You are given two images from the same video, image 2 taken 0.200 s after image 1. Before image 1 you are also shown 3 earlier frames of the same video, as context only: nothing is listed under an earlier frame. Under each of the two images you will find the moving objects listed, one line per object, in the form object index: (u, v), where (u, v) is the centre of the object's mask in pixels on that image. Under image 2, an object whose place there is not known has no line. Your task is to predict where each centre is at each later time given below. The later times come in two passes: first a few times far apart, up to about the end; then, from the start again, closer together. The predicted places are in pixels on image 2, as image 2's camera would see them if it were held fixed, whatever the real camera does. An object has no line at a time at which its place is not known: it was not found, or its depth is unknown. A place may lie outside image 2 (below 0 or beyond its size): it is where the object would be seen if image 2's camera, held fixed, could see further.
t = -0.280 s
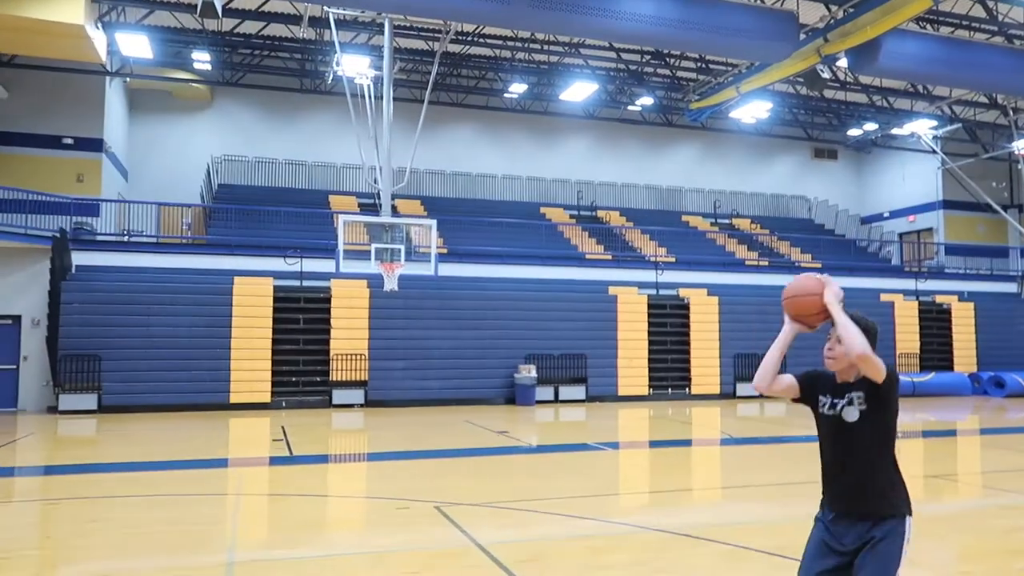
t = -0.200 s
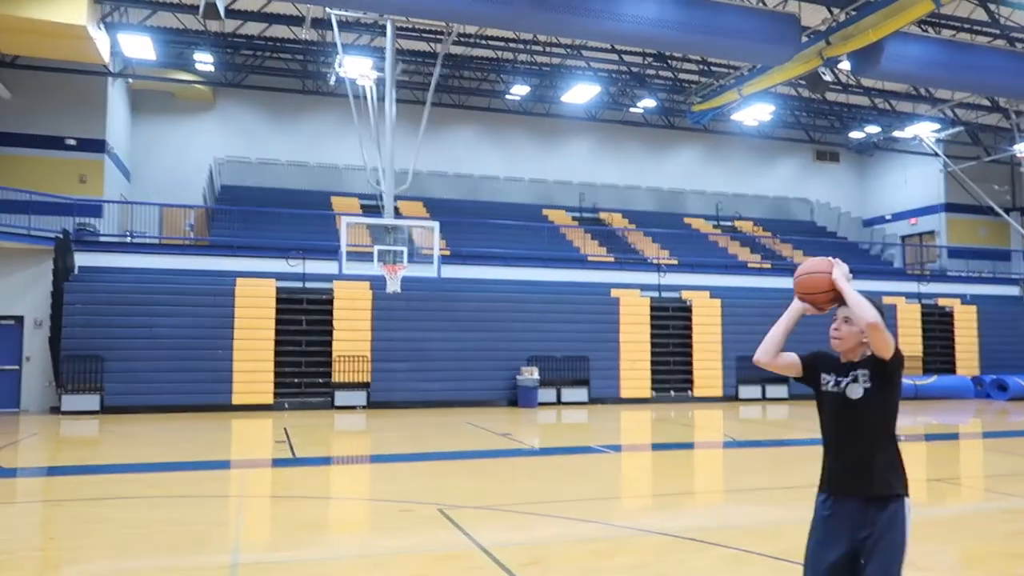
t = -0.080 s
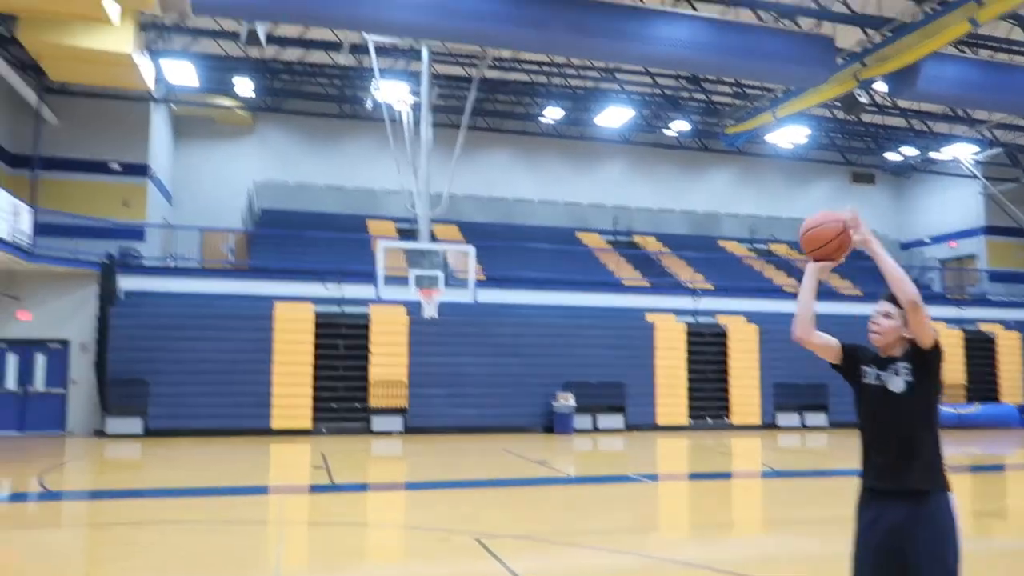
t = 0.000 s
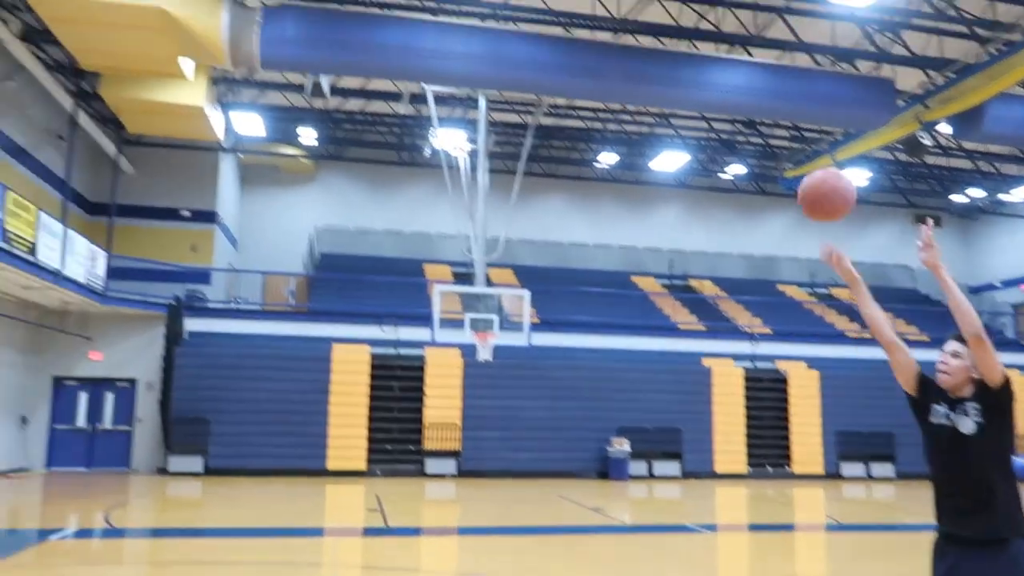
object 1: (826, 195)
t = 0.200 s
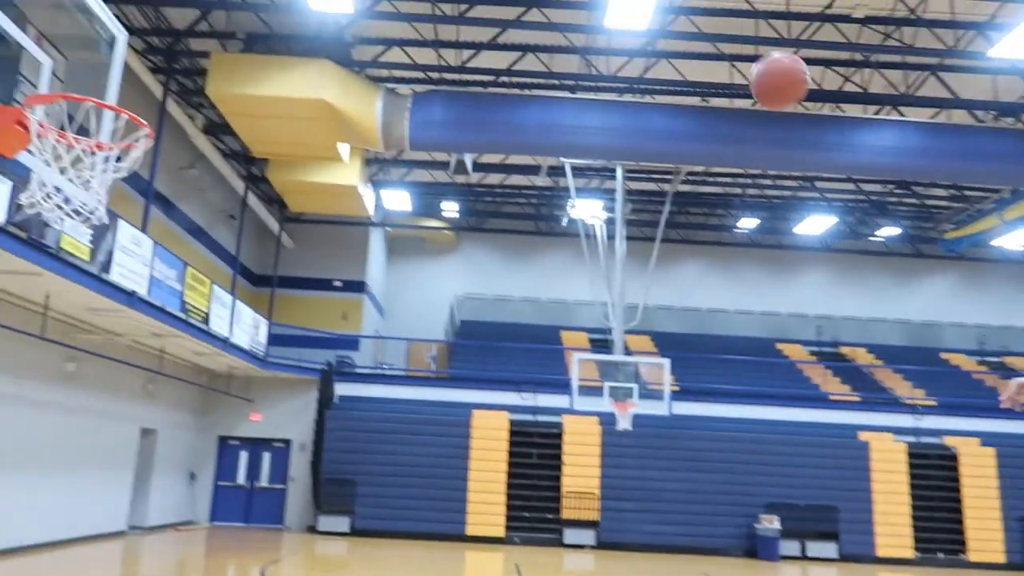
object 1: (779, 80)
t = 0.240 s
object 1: (740, 56)
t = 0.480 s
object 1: (505, -26)
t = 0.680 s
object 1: (306, -5)
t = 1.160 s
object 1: (277, 174)
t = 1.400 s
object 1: (384, 300)
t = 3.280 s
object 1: (643, 540)
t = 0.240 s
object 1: (740, 56)
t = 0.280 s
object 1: (699, 34)
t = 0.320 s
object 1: (658, 16)
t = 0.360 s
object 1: (616, 1)
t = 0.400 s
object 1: (583, -9)
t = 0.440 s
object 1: (544, -19)
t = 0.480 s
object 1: (505, -26)
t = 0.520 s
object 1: (466, -29)
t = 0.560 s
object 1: (428, -29)
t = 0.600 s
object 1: (390, -25)
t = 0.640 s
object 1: (350, -18)
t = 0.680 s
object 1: (306, -5)
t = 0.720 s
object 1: (266, 7)
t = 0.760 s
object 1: (222, 23)
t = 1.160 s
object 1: (277, 174)
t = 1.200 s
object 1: (303, 194)
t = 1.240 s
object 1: (322, 213)
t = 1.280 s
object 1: (340, 234)
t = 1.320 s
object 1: (357, 255)
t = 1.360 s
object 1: (372, 278)
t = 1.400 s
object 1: (384, 300)
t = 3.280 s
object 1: (643, 540)
